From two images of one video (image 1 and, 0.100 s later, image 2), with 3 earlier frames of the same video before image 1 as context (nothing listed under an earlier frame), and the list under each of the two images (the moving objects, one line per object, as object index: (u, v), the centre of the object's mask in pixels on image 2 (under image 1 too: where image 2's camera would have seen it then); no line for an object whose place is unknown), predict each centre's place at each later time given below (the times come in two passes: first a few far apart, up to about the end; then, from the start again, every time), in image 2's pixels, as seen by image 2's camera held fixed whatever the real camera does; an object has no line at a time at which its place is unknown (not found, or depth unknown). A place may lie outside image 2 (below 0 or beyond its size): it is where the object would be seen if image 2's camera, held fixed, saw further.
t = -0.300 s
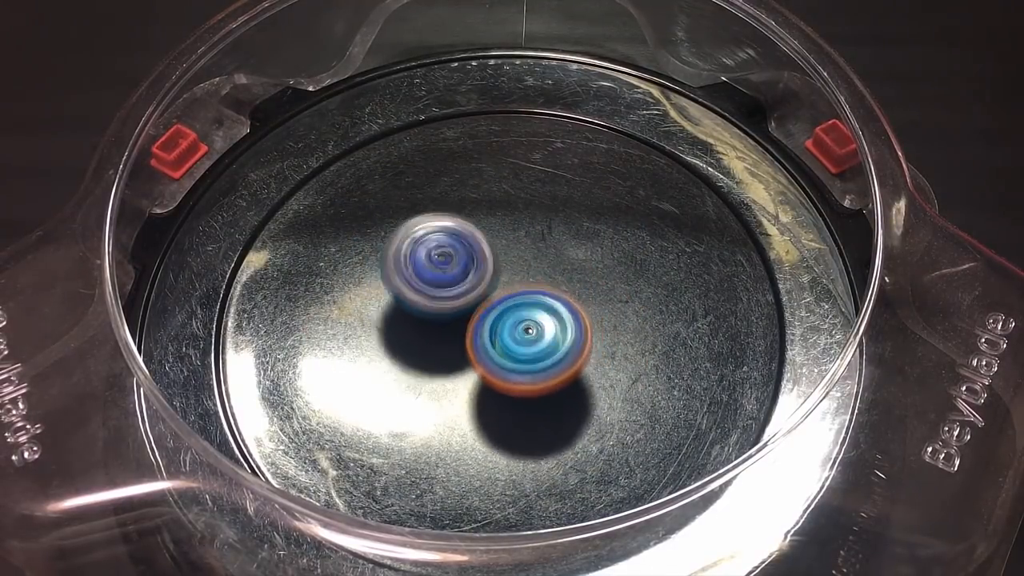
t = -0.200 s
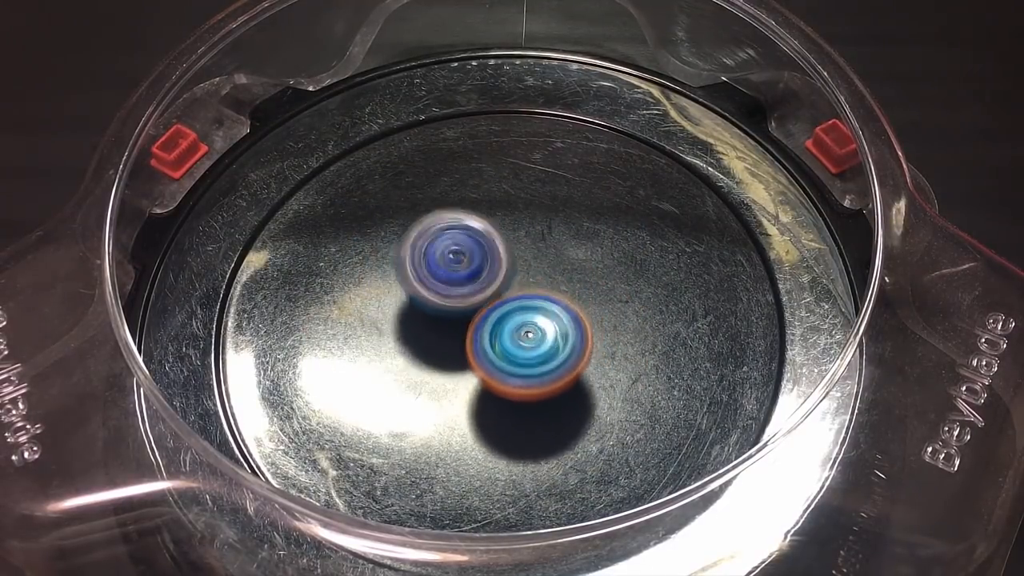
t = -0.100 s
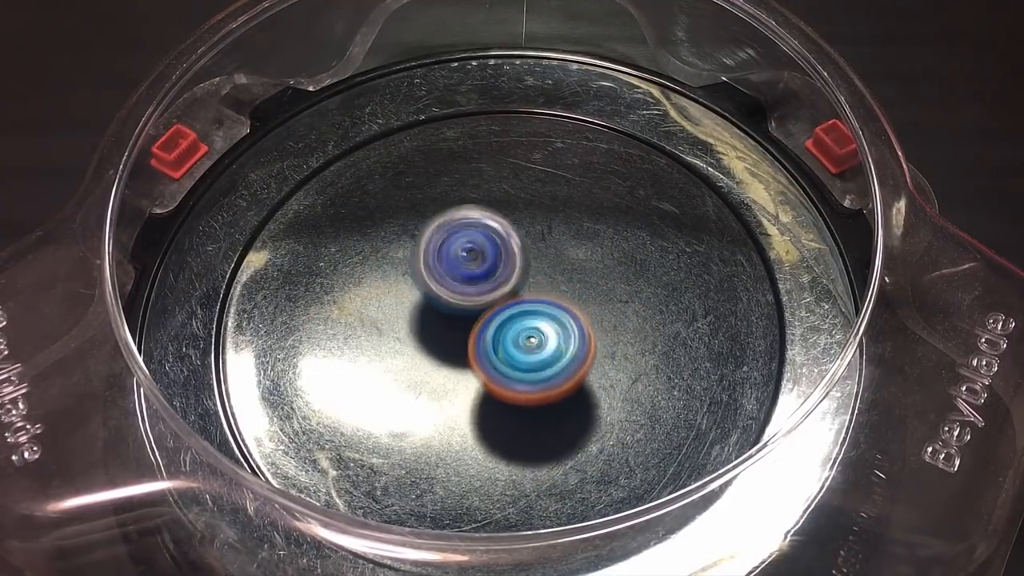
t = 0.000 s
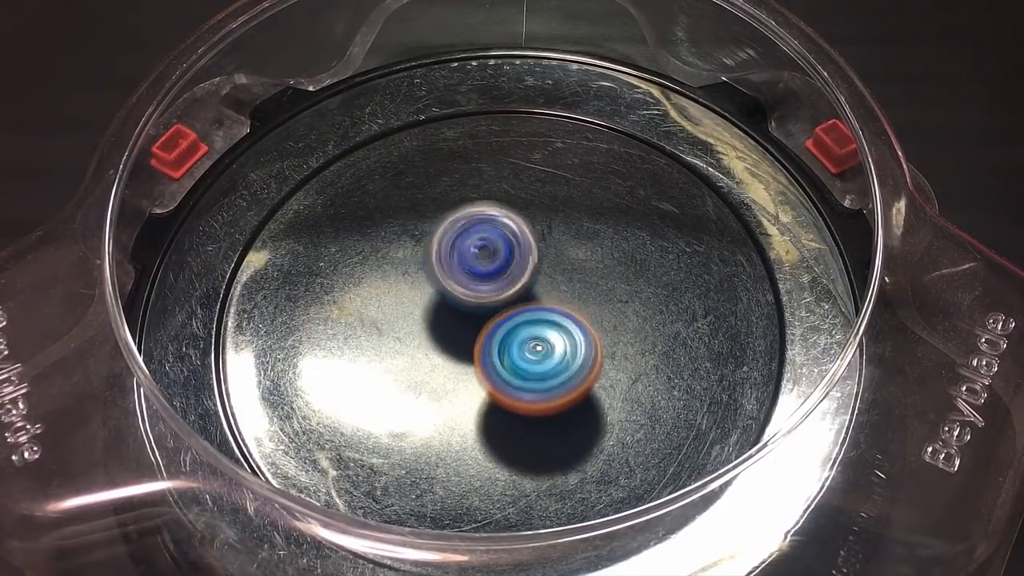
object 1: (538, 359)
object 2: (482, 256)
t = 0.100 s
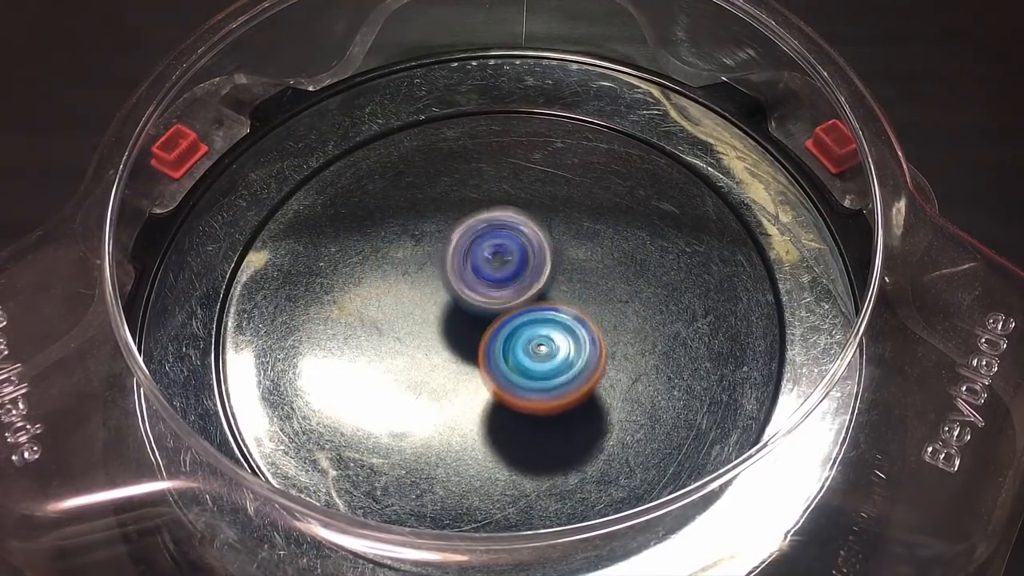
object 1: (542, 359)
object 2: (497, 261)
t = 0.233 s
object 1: (540, 365)
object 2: (512, 262)
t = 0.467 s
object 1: (526, 385)
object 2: (531, 270)
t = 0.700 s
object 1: (489, 380)
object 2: (534, 277)
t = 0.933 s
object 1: (429, 373)
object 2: (518, 287)
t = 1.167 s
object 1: (415, 363)
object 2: (504, 285)
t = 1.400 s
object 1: (431, 349)
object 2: (515, 269)
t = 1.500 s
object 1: (437, 342)
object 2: (528, 263)
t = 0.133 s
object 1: (542, 361)
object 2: (501, 261)
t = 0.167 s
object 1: (542, 362)
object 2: (505, 261)
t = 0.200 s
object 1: (541, 363)
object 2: (509, 262)
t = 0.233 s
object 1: (540, 365)
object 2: (512, 262)
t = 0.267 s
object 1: (539, 366)
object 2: (516, 263)
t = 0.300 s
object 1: (536, 373)
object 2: (520, 260)
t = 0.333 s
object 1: (534, 379)
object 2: (523, 260)
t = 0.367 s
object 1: (531, 382)
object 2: (526, 262)
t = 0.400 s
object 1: (530, 385)
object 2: (528, 264)
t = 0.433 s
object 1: (528, 386)
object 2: (530, 266)
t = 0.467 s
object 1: (526, 385)
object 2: (531, 270)
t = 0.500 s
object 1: (524, 382)
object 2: (532, 272)
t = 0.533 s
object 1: (521, 380)
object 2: (534, 275)
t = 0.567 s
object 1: (515, 383)
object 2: (536, 272)
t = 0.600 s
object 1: (509, 384)
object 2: (537, 272)
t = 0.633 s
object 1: (502, 384)
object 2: (536, 274)
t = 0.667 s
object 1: (496, 383)
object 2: (535, 276)
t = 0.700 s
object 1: (489, 380)
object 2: (534, 277)
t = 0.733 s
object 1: (481, 378)
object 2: (532, 279)
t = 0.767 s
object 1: (472, 378)
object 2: (532, 280)
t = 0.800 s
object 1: (461, 376)
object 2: (530, 282)
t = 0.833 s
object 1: (452, 375)
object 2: (527, 284)
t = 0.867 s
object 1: (443, 375)
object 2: (525, 285)
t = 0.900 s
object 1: (436, 374)
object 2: (521, 286)
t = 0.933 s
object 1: (429, 373)
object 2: (518, 287)
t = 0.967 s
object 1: (423, 371)
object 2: (515, 288)
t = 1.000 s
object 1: (420, 369)
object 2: (512, 289)
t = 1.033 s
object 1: (418, 368)
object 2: (510, 289)
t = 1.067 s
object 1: (417, 366)
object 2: (507, 289)
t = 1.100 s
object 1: (416, 365)
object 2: (506, 288)
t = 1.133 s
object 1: (415, 364)
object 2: (505, 288)
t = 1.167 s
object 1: (415, 363)
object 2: (504, 285)
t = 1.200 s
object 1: (415, 363)
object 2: (505, 283)
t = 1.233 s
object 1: (416, 361)
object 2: (504, 282)
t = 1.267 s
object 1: (420, 359)
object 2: (505, 280)
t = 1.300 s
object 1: (422, 357)
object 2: (506, 277)
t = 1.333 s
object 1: (425, 355)
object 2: (508, 275)
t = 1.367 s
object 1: (427, 352)
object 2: (511, 272)
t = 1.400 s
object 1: (431, 349)
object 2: (515, 269)
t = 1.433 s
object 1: (433, 348)
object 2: (518, 267)
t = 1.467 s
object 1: (437, 344)
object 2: (522, 265)
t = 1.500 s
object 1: (437, 342)
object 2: (528, 263)
